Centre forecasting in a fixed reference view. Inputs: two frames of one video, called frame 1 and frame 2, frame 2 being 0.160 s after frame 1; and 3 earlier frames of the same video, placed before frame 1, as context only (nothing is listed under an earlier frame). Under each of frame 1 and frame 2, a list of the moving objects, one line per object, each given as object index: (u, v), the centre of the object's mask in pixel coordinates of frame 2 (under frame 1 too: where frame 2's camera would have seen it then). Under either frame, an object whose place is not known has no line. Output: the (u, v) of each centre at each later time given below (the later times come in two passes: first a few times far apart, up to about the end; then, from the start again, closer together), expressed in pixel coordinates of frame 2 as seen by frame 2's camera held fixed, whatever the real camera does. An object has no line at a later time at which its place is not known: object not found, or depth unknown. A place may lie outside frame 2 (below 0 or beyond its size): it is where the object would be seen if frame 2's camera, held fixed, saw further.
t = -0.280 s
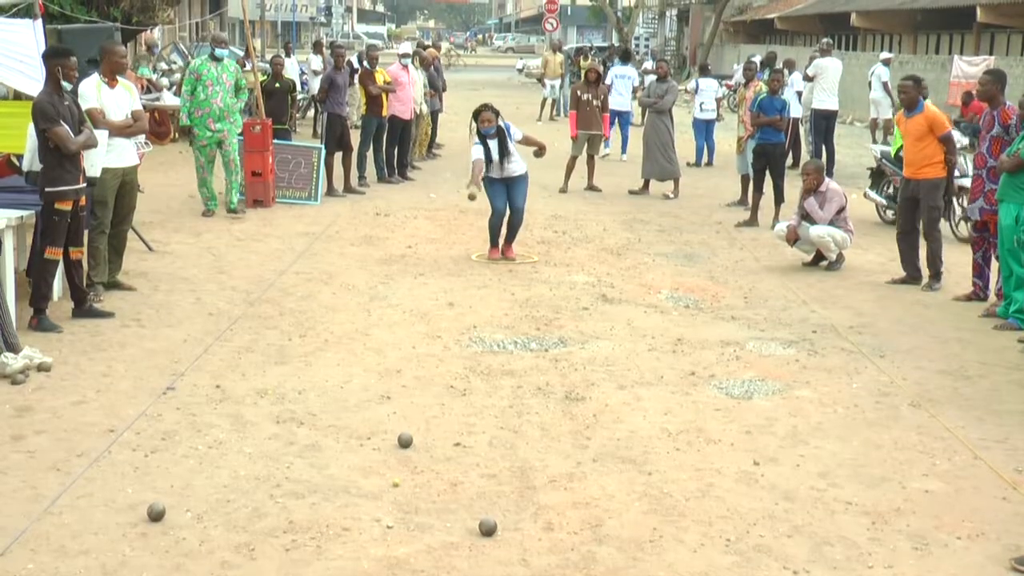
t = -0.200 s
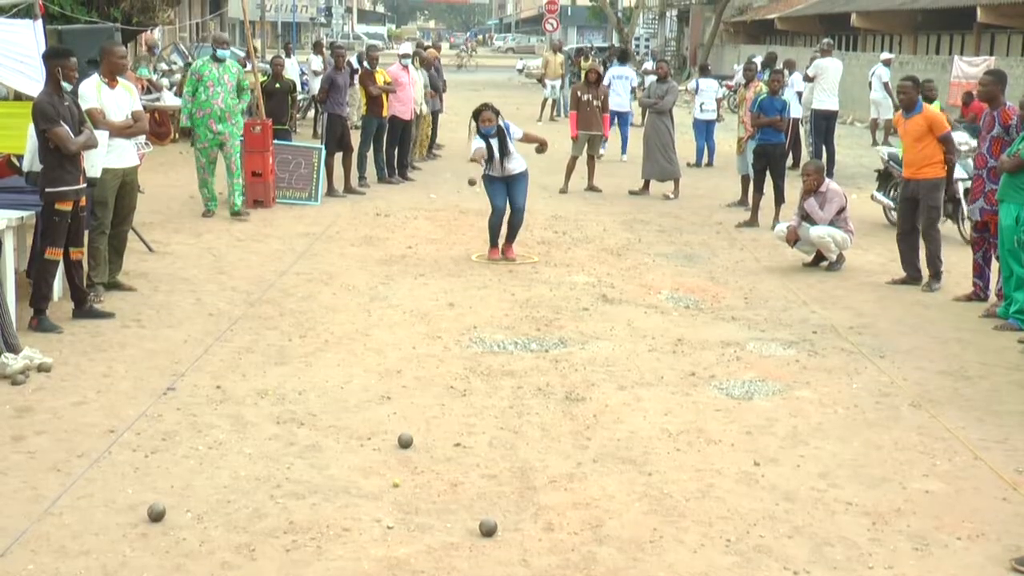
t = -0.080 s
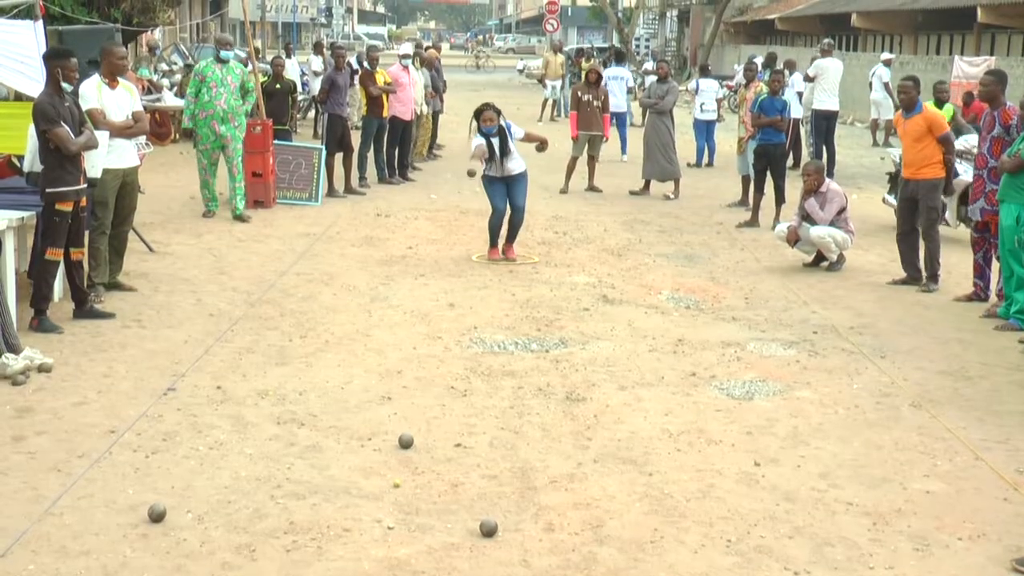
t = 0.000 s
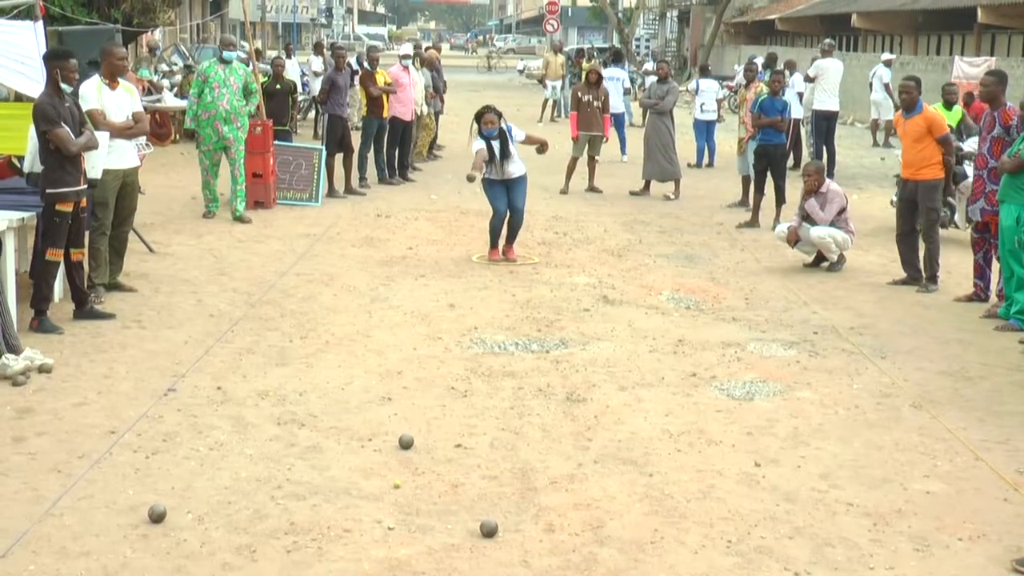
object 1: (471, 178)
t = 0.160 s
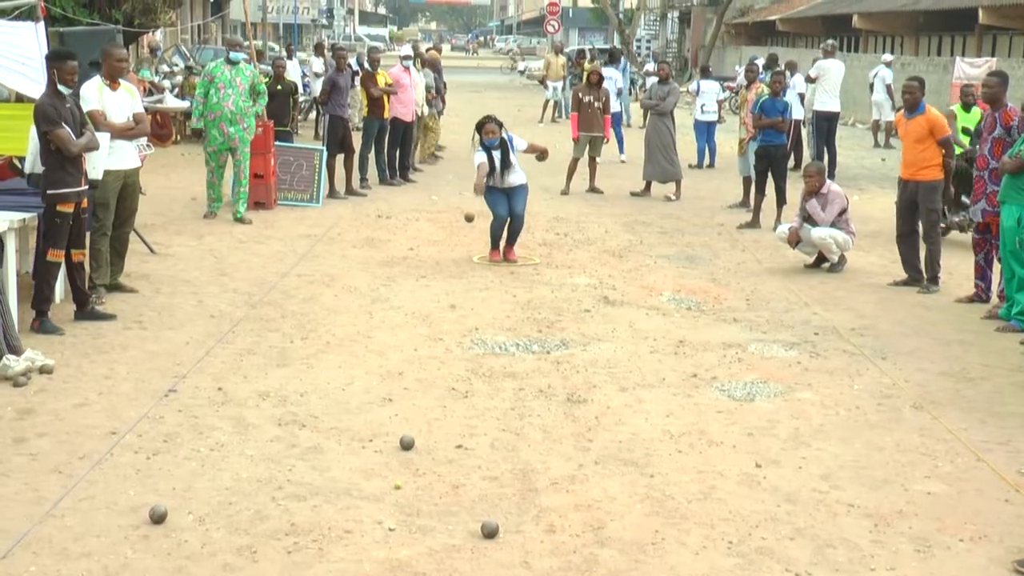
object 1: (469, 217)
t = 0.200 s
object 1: (468, 235)
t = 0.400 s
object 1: (463, 356)
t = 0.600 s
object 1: (444, 377)
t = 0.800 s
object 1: (420, 388)
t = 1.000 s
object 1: (405, 405)
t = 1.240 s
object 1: (385, 422)
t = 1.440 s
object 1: (370, 434)
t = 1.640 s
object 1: (371, 447)
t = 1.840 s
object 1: (379, 458)
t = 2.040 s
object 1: (388, 469)
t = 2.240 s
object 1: (398, 478)
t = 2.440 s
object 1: (407, 485)
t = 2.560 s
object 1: (409, 489)
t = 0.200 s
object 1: (468, 235)
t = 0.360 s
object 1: (465, 334)
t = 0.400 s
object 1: (463, 356)
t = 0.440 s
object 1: (459, 359)
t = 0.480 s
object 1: (457, 365)
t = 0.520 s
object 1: (453, 369)
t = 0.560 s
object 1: (448, 372)
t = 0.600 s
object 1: (444, 377)
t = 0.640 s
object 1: (438, 380)
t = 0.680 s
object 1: (433, 384)
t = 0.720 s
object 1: (428, 385)
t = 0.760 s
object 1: (423, 389)
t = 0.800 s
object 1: (420, 388)
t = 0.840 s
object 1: (417, 388)
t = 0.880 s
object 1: (414, 392)
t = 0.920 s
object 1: (412, 399)
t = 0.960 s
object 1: (408, 403)
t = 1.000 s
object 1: (405, 405)
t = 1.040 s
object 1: (401, 406)
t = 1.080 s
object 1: (398, 411)
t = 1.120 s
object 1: (395, 413)
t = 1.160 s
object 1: (392, 416)
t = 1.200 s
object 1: (389, 419)
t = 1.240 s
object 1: (385, 422)
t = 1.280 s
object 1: (383, 425)
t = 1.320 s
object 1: (380, 427)
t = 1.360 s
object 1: (377, 430)
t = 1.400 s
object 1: (373, 433)
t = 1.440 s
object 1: (370, 434)
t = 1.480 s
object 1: (370, 435)
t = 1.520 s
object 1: (368, 440)
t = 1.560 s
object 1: (369, 442)
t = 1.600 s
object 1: (370, 445)
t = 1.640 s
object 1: (371, 447)
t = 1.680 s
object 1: (372, 449)
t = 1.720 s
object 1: (373, 452)
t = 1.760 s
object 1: (375, 454)
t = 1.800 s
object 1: (377, 456)
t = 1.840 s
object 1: (379, 458)
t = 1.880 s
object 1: (381, 461)
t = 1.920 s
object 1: (383, 463)
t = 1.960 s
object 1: (384, 465)
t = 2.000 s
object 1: (385, 467)
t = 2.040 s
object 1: (388, 469)
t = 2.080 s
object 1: (390, 471)
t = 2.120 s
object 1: (392, 474)
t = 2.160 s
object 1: (394, 475)
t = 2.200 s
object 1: (396, 476)
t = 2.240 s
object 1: (398, 478)
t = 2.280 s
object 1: (400, 479)
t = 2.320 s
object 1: (402, 481)
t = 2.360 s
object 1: (404, 483)
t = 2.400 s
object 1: (406, 483)
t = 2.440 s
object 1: (407, 485)
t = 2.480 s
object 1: (407, 486)
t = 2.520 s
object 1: (408, 488)
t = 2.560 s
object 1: (409, 489)
